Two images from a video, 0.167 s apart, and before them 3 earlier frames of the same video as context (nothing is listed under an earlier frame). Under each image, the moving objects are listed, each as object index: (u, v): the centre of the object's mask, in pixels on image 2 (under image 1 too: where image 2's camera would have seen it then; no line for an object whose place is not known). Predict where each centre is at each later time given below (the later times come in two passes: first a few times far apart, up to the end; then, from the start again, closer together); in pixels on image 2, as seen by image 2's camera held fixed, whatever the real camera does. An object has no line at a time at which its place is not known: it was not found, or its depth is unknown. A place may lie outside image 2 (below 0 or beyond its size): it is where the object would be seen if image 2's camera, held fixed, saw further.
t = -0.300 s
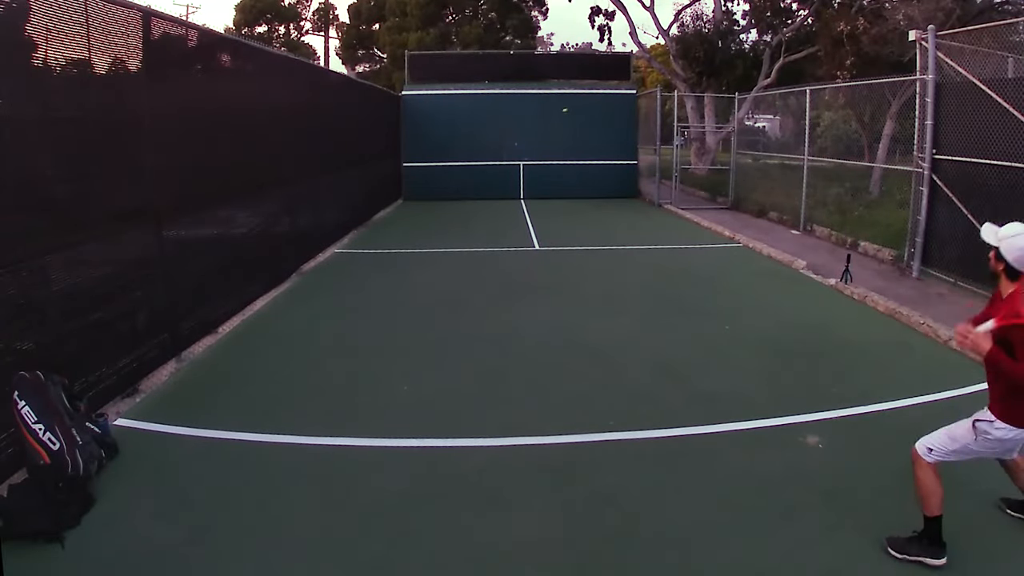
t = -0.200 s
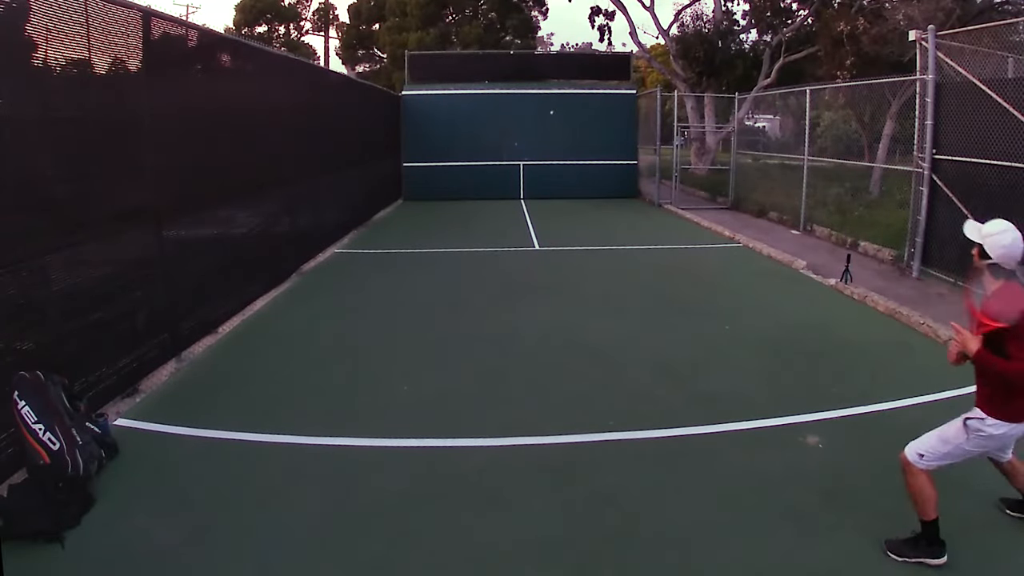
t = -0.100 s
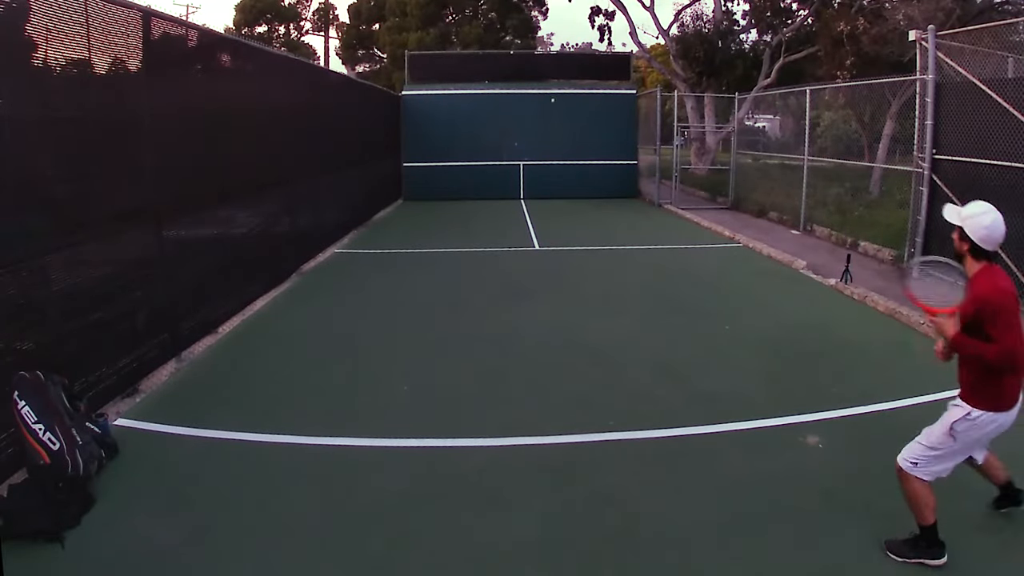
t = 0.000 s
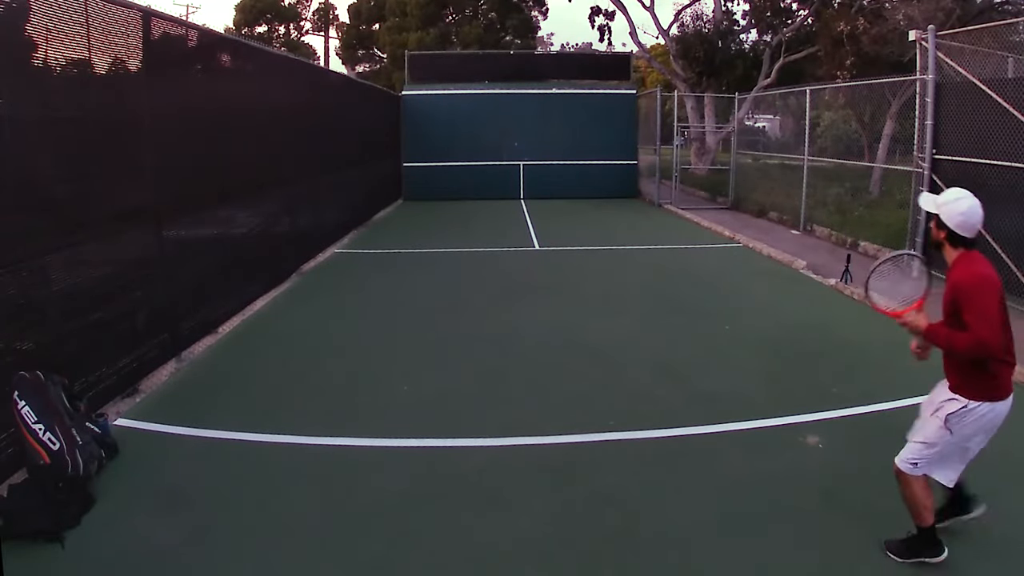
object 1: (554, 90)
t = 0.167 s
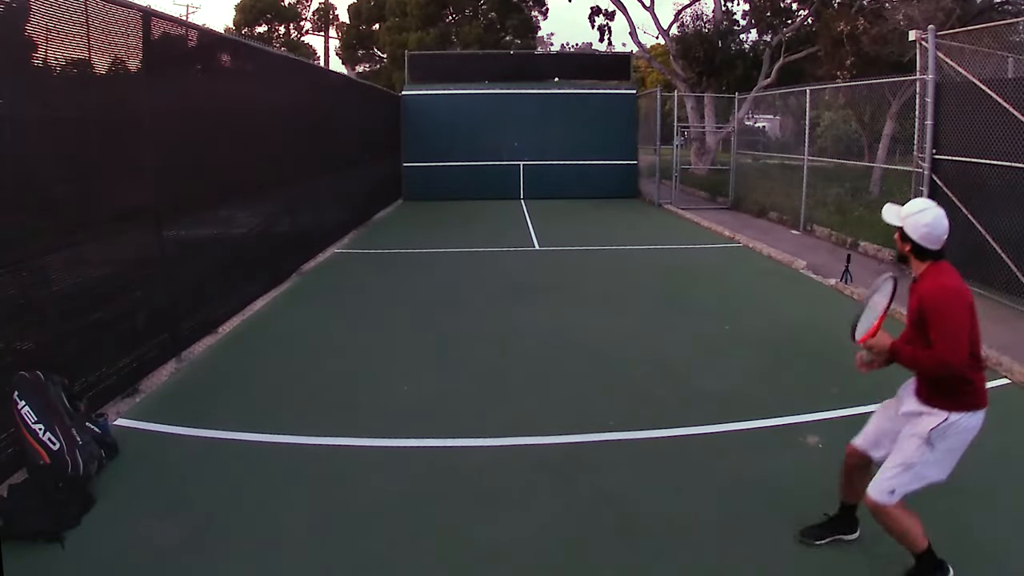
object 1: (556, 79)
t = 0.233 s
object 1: (557, 78)
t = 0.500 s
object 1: (562, 104)
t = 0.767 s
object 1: (570, 251)
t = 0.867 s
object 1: (574, 387)
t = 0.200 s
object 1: (557, 78)
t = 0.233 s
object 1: (557, 78)
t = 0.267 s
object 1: (558, 78)
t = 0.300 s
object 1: (558, 79)
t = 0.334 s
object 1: (559, 81)
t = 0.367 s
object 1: (559, 83)
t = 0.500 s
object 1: (562, 104)
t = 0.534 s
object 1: (563, 113)
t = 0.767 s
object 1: (570, 251)
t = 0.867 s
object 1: (574, 387)
